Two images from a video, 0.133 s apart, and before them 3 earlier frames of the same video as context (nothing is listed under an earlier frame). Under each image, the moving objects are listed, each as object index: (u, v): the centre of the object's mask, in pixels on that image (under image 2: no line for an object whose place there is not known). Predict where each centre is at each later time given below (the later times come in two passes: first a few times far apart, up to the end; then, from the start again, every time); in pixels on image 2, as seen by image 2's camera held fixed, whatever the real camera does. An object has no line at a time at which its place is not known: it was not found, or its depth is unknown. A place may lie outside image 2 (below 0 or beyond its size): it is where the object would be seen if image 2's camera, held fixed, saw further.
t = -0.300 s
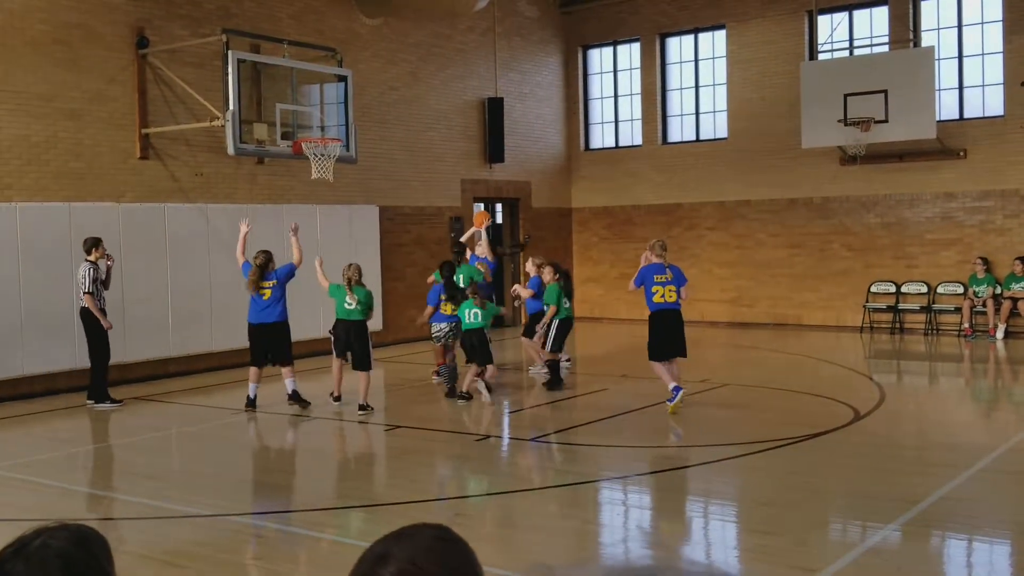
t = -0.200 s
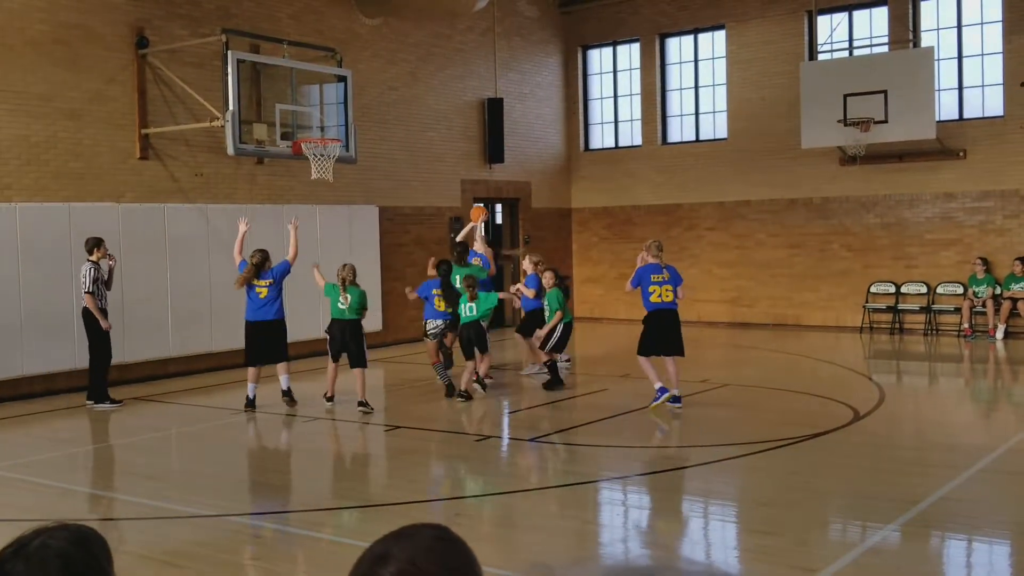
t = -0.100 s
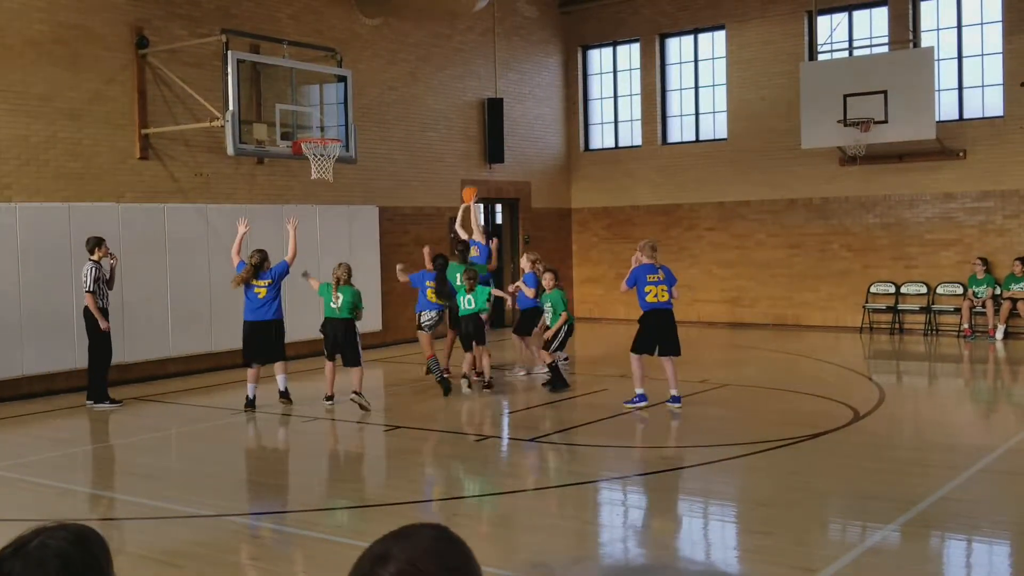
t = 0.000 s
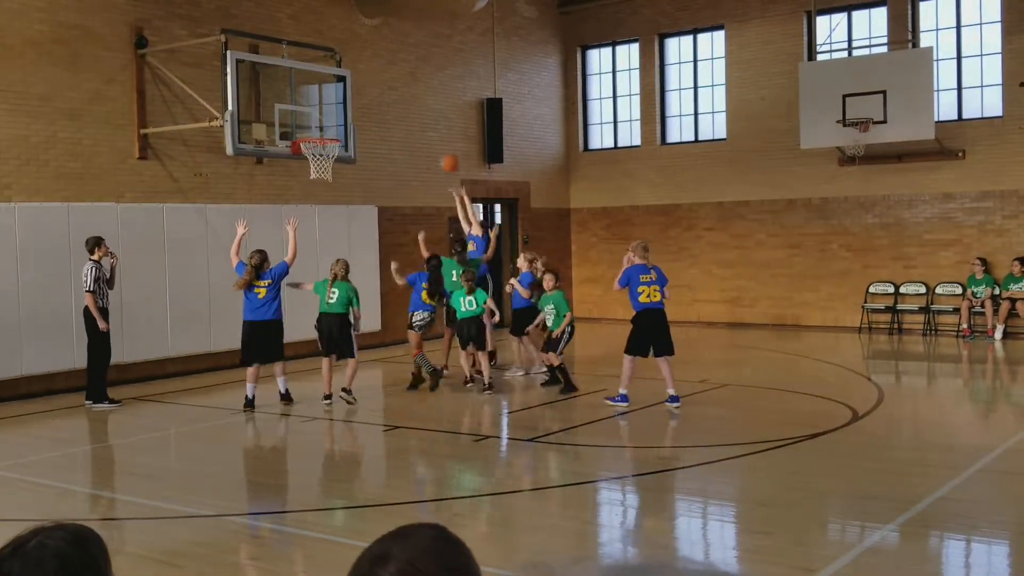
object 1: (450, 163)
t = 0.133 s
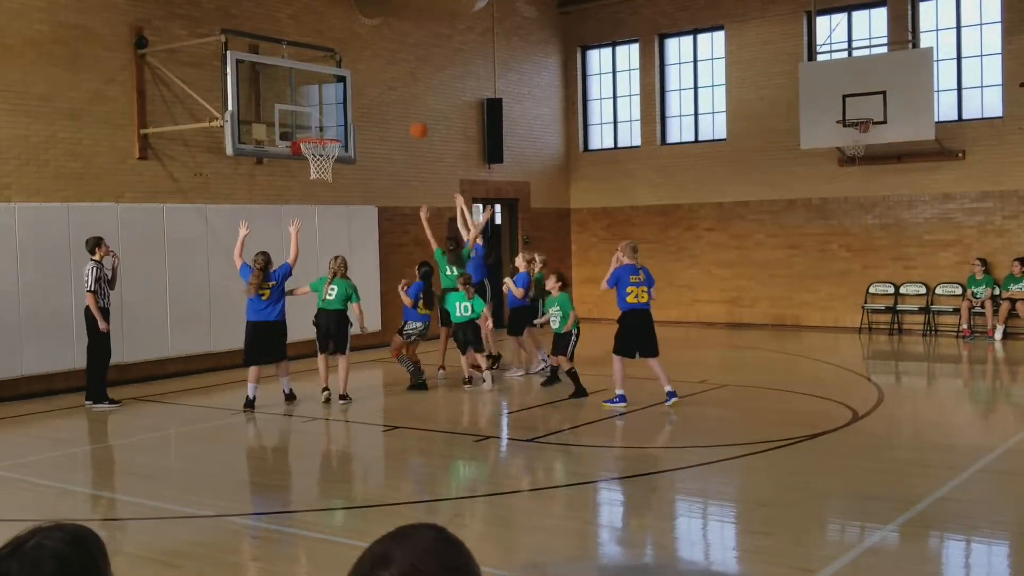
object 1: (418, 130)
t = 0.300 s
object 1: (380, 110)
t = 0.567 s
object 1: (318, 124)
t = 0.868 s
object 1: (301, 116)
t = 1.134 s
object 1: (301, 118)
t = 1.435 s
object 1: (307, 125)
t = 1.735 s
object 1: (326, 139)
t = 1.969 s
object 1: (332, 178)
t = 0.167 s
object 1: (410, 126)
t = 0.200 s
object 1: (403, 120)
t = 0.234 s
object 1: (395, 115)
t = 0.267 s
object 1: (388, 111)
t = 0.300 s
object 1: (380, 110)
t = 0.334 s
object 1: (372, 109)
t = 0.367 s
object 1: (364, 108)
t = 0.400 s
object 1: (357, 109)
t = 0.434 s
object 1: (349, 110)
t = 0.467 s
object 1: (342, 112)
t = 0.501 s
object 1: (333, 116)
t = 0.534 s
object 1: (326, 119)
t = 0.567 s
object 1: (318, 124)
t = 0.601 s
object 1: (310, 130)
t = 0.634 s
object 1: (306, 129)
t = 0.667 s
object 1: (303, 123)
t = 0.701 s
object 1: (302, 120)
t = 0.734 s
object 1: (302, 118)
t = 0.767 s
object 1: (301, 116)
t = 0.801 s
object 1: (301, 116)
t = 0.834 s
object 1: (301, 116)
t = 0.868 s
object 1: (301, 116)
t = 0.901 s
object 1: (301, 118)
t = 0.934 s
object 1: (301, 121)
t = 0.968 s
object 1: (300, 125)
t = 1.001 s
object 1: (300, 130)
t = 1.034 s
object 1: (300, 128)
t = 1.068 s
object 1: (300, 123)
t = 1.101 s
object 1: (301, 120)
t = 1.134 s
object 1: (301, 118)
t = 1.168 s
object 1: (301, 117)
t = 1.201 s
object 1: (301, 117)
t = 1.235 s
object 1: (302, 117)
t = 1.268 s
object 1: (303, 118)
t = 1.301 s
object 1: (303, 119)
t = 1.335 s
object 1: (304, 123)
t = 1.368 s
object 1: (304, 128)
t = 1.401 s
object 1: (305, 129)
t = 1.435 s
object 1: (307, 125)
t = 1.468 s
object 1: (308, 124)
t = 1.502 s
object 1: (310, 122)
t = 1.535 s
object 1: (311, 122)
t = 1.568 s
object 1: (314, 122)
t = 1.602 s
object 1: (317, 123)
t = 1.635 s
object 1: (319, 126)
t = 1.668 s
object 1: (321, 129)
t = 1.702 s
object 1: (323, 132)
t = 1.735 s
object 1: (326, 139)
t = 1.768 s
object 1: (329, 148)
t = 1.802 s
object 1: (329, 151)
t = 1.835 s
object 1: (331, 158)
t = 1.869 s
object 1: (332, 163)
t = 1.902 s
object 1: (331, 169)
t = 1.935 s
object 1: (332, 172)
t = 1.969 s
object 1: (332, 178)
